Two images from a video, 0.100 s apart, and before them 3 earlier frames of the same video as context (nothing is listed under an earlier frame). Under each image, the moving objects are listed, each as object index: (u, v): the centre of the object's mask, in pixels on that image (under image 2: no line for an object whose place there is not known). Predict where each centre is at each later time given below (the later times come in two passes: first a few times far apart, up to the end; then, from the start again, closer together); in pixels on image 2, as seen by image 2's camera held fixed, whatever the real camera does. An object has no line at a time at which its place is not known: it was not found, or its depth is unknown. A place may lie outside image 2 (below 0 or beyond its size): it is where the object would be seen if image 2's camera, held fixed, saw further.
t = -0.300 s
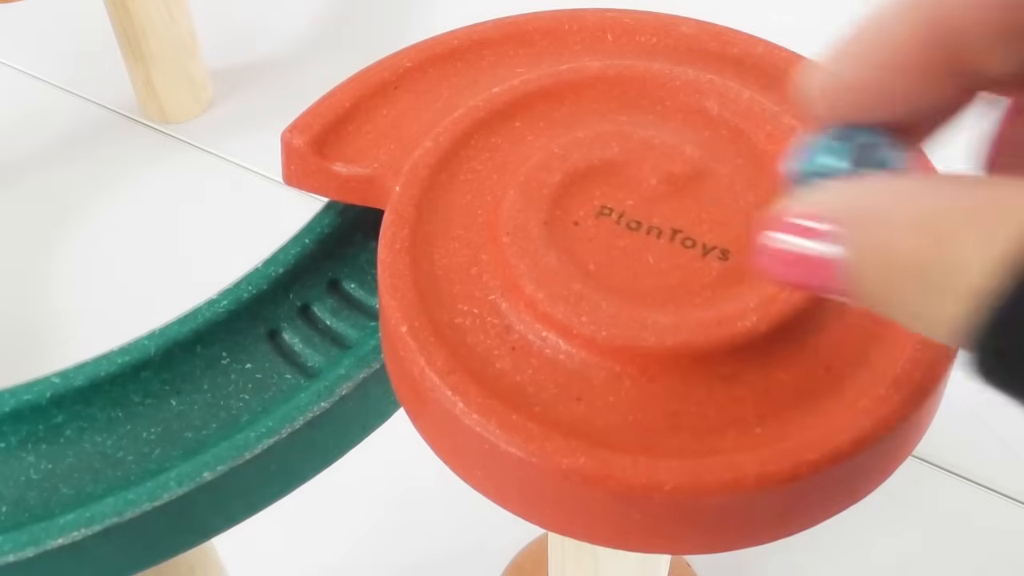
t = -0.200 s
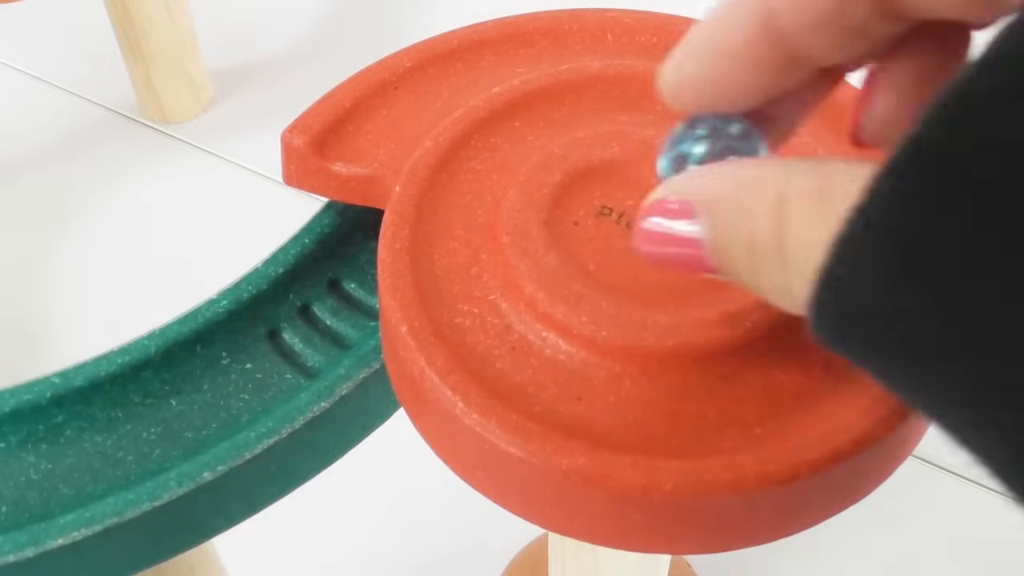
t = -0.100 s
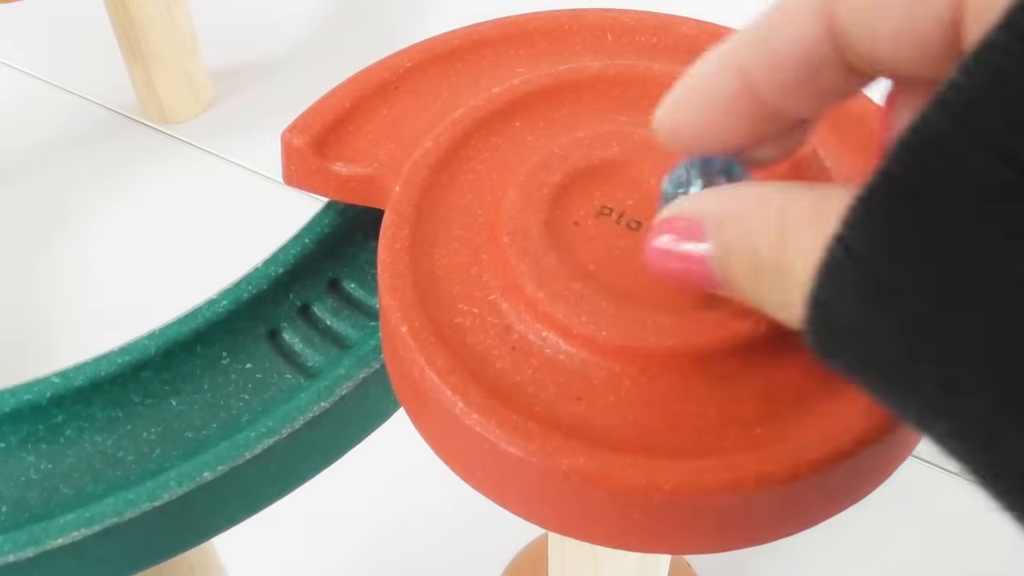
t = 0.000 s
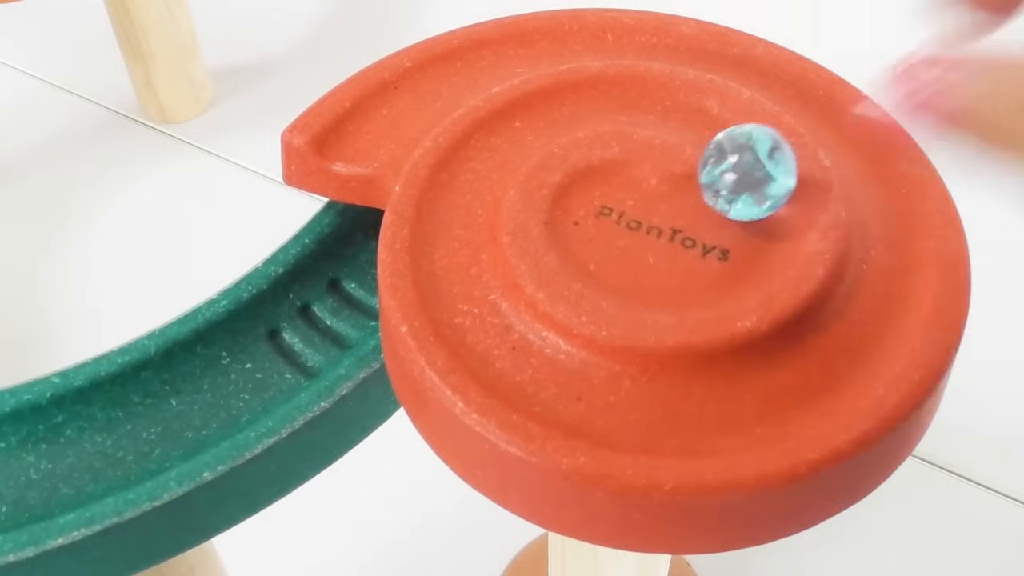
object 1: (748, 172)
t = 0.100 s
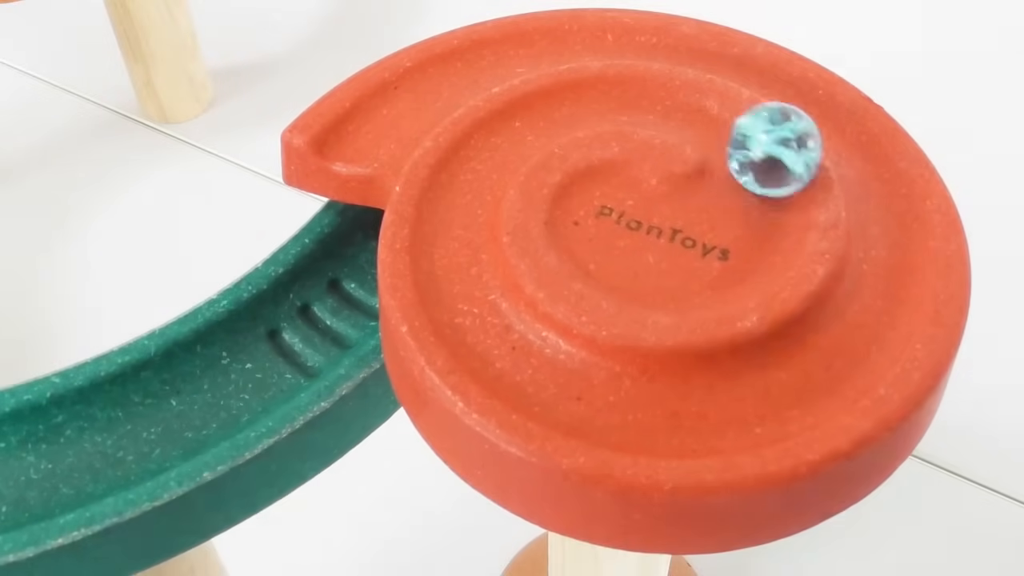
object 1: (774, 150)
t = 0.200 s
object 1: (758, 123)
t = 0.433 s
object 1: (649, 75)
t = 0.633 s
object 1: (509, 105)
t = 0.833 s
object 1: (438, 244)
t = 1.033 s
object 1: (609, 401)
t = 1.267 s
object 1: (889, 317)
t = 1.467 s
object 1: (876, 136)
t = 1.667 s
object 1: (697, 33)
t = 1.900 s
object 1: (411, 64)
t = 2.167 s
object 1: (179, 417)
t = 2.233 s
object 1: (81, 439)
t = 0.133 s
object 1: (767, 141)
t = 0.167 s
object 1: (766, 131)
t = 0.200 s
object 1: (758, 123)
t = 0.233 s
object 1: (747, 114)
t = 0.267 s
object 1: (735, 106)
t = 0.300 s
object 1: (722, 97)
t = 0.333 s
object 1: (706, 90)
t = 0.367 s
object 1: (689, 84)
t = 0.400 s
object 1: (670, 78)
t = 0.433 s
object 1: (649, 75)
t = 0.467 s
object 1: (628, 74)
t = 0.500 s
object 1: (604, 75)
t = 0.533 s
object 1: (580, 78)
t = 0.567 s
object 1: (556, 83)
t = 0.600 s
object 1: (532, 93)
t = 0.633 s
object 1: (509, 105)
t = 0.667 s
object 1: (488, 120)
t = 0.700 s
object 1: (469, 139)
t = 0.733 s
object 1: (454, 161)
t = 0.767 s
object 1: (442, 186)
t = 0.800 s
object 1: (437, 214)
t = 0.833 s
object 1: (438, 244)
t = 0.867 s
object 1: (448, 277)
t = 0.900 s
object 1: (464, 306)
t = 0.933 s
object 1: (490, 336)
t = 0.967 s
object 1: (522, 362)
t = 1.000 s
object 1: (562, 385)
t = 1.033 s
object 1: (609, 401)
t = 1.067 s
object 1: (655, 410)
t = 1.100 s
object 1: (703, 410)
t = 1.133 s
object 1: (750, 404)
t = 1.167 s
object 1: (794, 390)
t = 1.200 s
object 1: (833, 370)
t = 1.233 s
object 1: (865, 346)
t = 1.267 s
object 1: (889, 317)
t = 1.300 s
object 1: (906, 287)
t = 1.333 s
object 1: (914, 255)
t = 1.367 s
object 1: (913, 223)
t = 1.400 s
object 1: (907, 193)
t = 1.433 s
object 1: (894, 163)
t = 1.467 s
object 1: (876, 136)
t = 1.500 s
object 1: (854, 111)
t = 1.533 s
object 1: (827, 89)
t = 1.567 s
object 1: (798, 70)
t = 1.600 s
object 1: (766, 53)
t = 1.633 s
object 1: (733, 39)
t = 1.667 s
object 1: (697, 33)
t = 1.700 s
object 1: (659, 28)
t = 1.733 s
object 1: (619, 26)
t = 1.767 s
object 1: (578, 26)
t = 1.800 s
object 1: (536, 29)
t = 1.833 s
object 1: (494, 34)
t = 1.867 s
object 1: (453, 45)
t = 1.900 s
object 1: (411, 64)
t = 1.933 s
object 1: (375, 88)
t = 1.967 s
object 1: (342, 127)
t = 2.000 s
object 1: (319, 182)
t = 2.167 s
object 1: (179, 417)
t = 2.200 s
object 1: (134, 437)
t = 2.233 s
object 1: (81, 439)
